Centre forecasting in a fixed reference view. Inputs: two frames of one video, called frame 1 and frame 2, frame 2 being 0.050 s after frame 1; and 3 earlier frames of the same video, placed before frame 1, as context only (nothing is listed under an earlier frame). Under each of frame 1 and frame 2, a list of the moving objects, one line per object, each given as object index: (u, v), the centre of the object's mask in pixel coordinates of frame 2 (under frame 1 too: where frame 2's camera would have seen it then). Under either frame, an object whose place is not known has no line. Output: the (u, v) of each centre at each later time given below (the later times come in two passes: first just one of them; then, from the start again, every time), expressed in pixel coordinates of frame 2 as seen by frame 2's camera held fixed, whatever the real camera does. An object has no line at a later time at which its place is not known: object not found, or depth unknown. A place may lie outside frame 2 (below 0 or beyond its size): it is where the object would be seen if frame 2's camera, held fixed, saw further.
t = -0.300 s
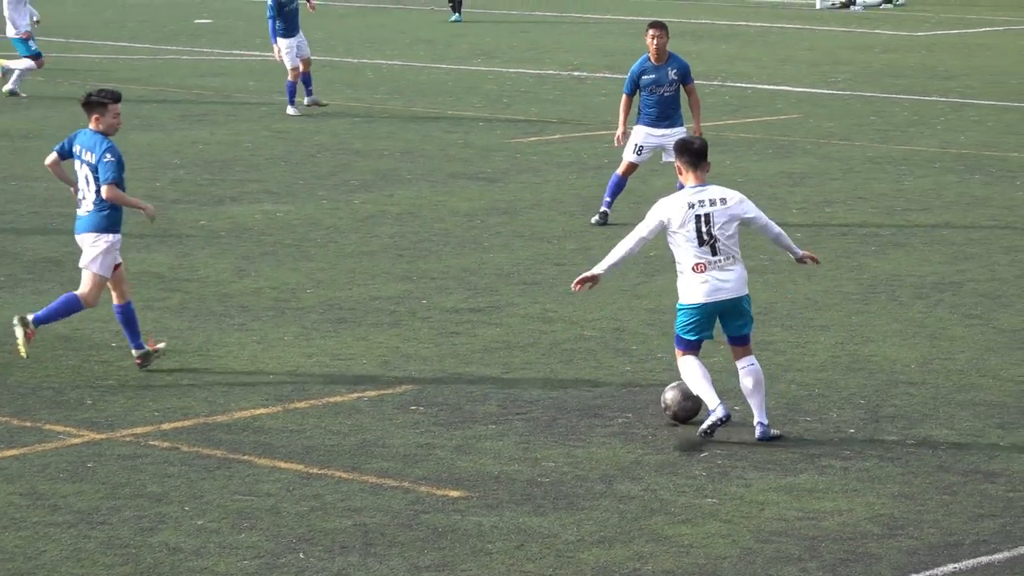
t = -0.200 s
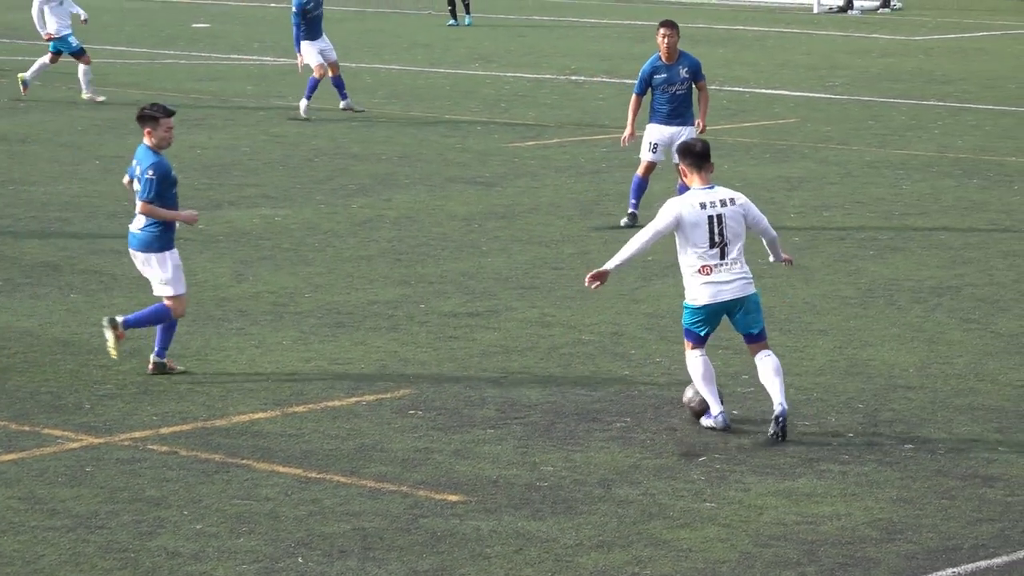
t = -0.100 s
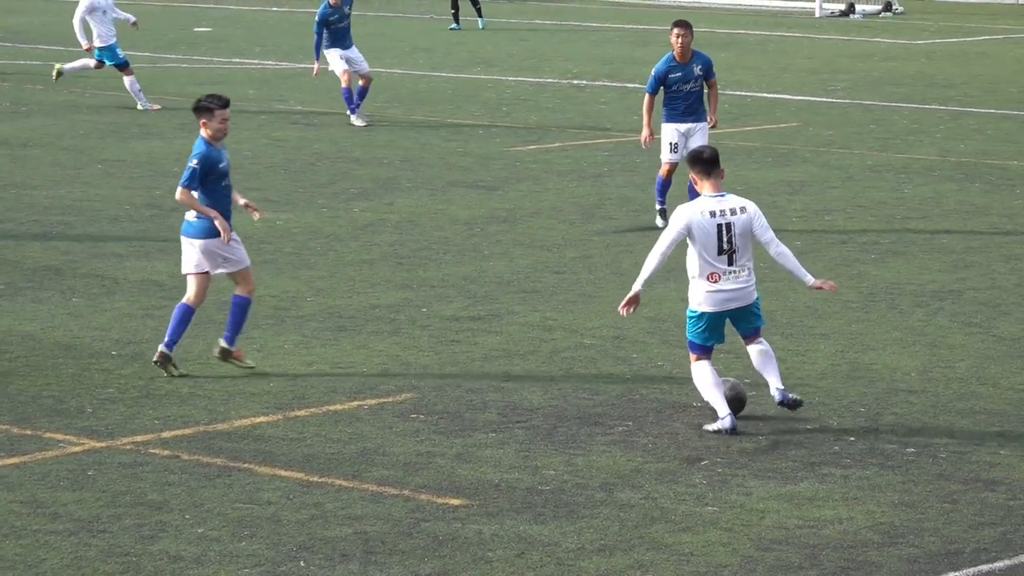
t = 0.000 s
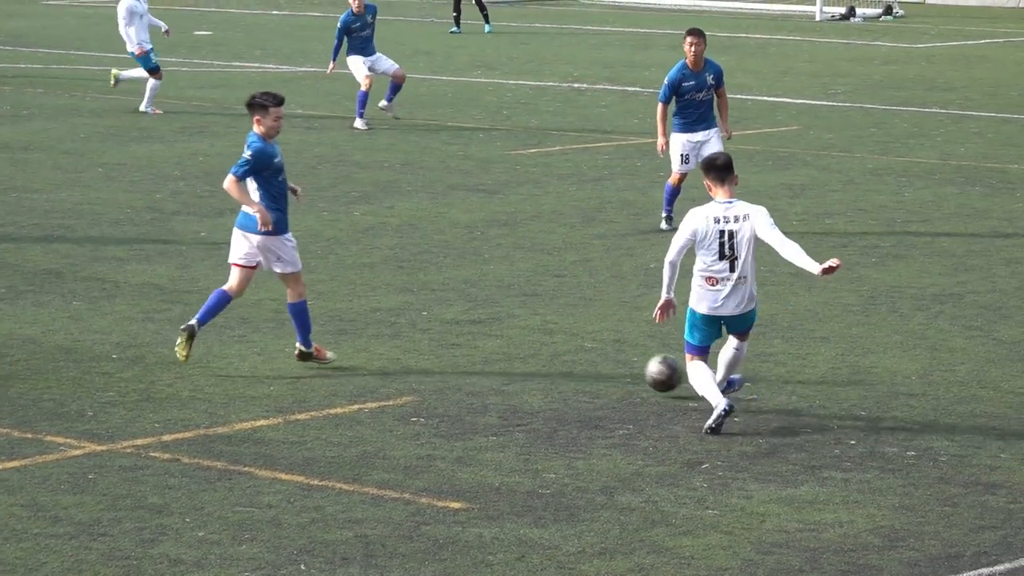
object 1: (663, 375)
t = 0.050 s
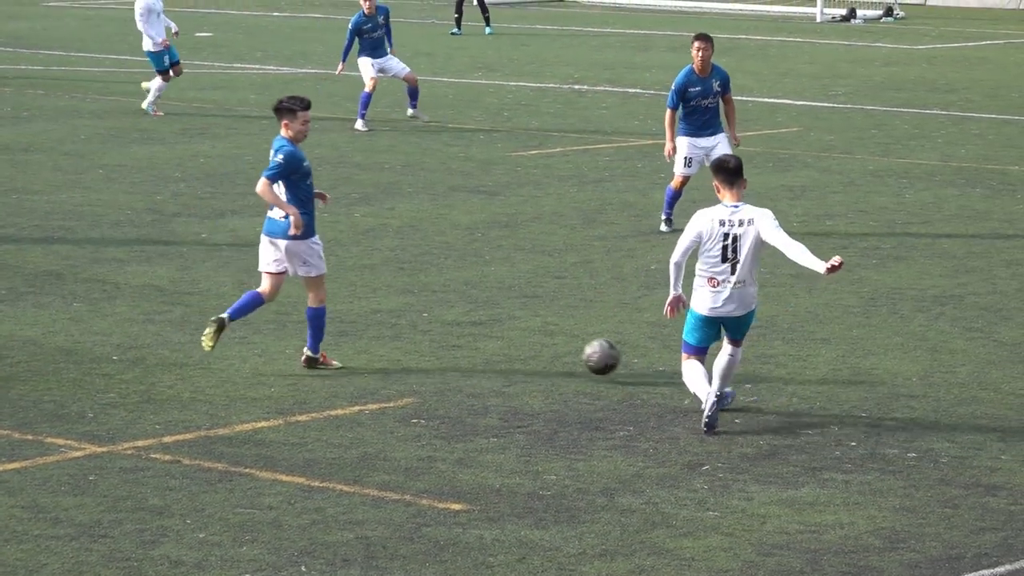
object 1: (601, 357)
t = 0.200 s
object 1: (430, 324)
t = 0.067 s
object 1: (581, 351)
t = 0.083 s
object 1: (560, 347)
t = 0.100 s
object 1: (541, 343)
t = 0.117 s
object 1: (521, 339)
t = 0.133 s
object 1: (502, 336)
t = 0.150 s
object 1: (483, 334)
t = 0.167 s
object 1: (465, 332)
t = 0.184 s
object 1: (447, 329)
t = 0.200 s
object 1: (430, 324)
